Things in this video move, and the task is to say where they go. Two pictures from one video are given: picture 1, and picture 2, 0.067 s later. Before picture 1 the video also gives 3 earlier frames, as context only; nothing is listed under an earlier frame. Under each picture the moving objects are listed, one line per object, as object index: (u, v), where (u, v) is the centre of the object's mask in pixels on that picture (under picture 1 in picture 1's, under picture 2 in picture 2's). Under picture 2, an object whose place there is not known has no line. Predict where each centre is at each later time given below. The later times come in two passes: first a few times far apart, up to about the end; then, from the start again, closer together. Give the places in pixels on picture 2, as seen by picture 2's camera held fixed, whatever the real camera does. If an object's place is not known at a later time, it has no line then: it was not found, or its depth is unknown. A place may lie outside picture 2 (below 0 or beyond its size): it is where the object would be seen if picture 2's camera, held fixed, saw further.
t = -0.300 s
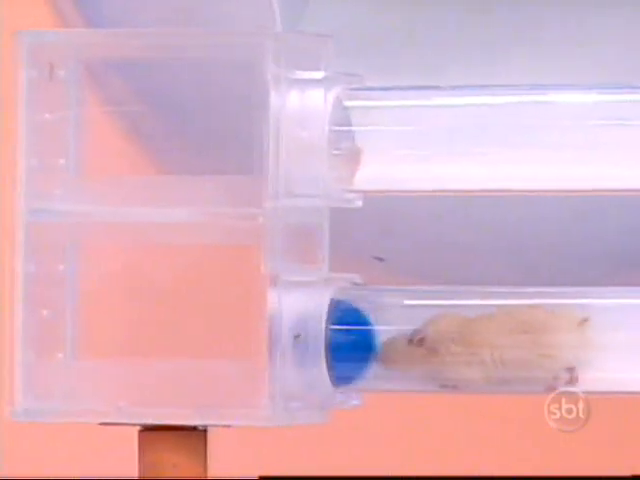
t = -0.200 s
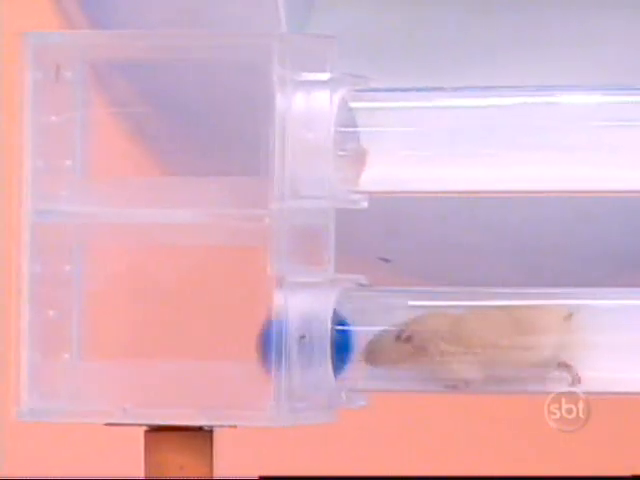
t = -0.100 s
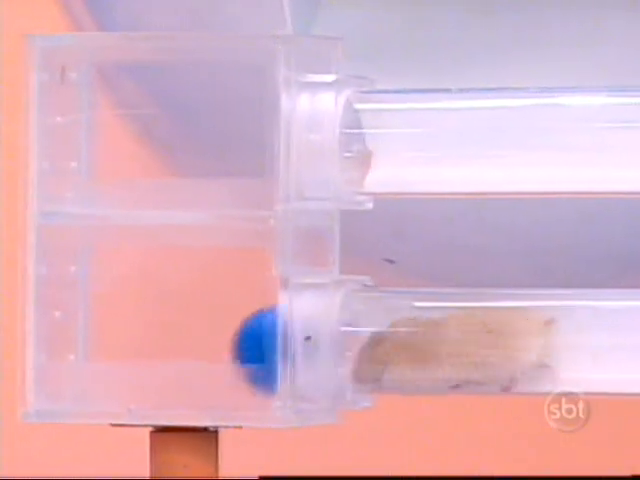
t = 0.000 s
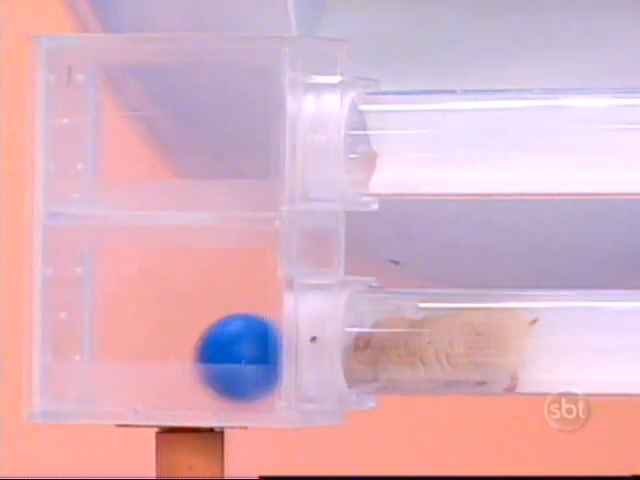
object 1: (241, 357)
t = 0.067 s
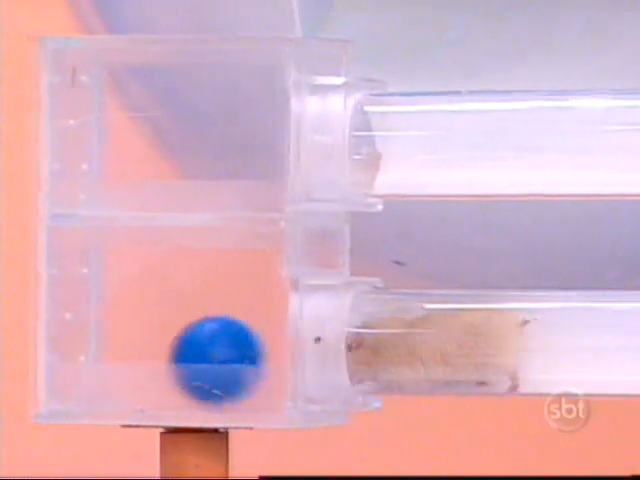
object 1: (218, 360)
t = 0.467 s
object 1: (166, 364)
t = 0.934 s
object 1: (246, 366)
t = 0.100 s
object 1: (204, 363)
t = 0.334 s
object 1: (137, 357)
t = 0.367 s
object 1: (143, 363)
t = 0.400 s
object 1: (151, 364)
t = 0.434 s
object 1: (159, 364)
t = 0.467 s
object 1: (166, 364)
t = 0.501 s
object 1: (174, 365)
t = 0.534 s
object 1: (181, 365)
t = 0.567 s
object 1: (188, 365)
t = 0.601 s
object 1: (195, 365)
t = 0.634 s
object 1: (204, 365)
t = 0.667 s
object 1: (211, 365)
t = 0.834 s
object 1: (241, 366)
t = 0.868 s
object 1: (243, 366)
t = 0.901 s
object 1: (245, 366)
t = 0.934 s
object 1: (246, 366)
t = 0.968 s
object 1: (248, 366)
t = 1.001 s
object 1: (249, 366)
